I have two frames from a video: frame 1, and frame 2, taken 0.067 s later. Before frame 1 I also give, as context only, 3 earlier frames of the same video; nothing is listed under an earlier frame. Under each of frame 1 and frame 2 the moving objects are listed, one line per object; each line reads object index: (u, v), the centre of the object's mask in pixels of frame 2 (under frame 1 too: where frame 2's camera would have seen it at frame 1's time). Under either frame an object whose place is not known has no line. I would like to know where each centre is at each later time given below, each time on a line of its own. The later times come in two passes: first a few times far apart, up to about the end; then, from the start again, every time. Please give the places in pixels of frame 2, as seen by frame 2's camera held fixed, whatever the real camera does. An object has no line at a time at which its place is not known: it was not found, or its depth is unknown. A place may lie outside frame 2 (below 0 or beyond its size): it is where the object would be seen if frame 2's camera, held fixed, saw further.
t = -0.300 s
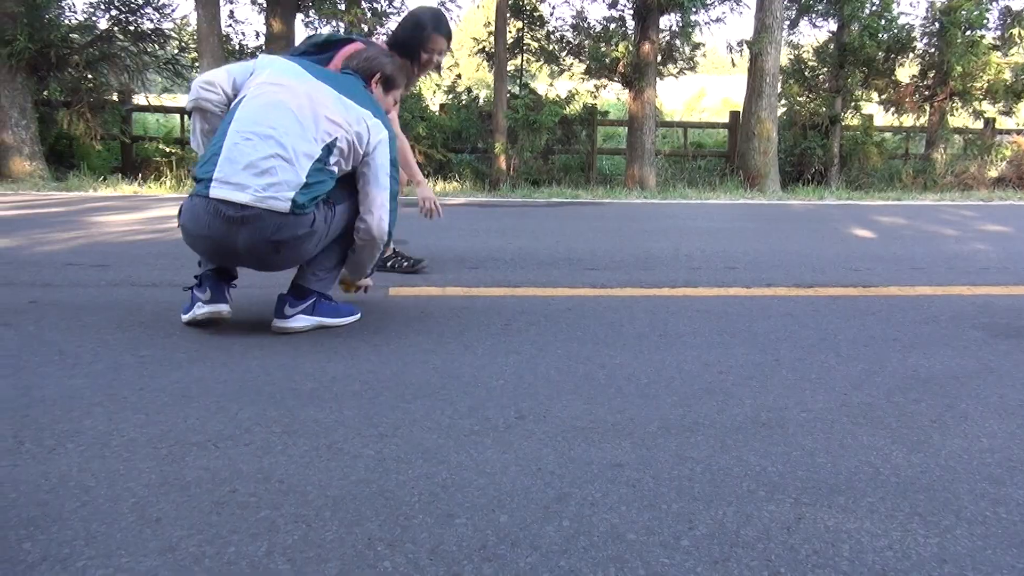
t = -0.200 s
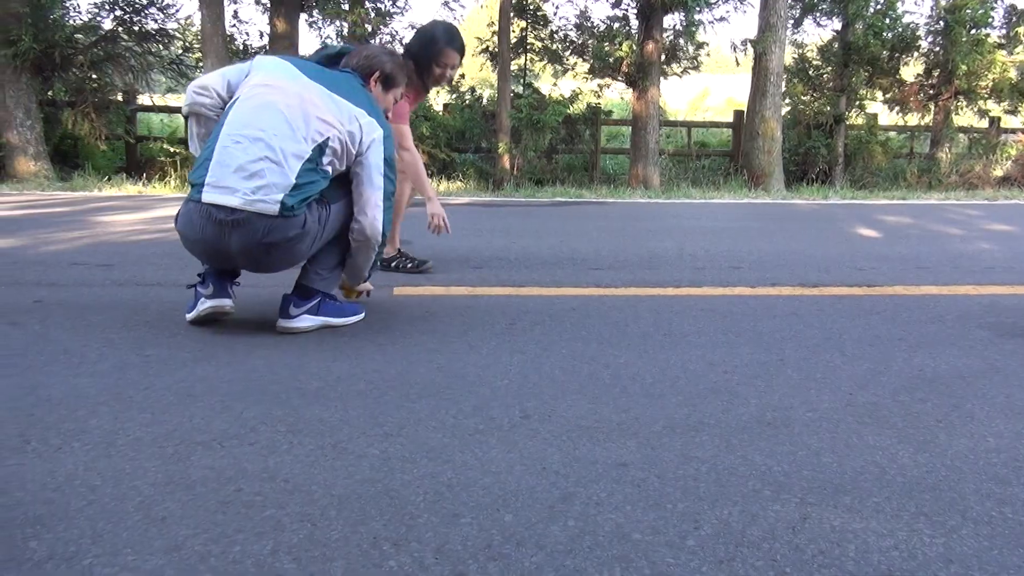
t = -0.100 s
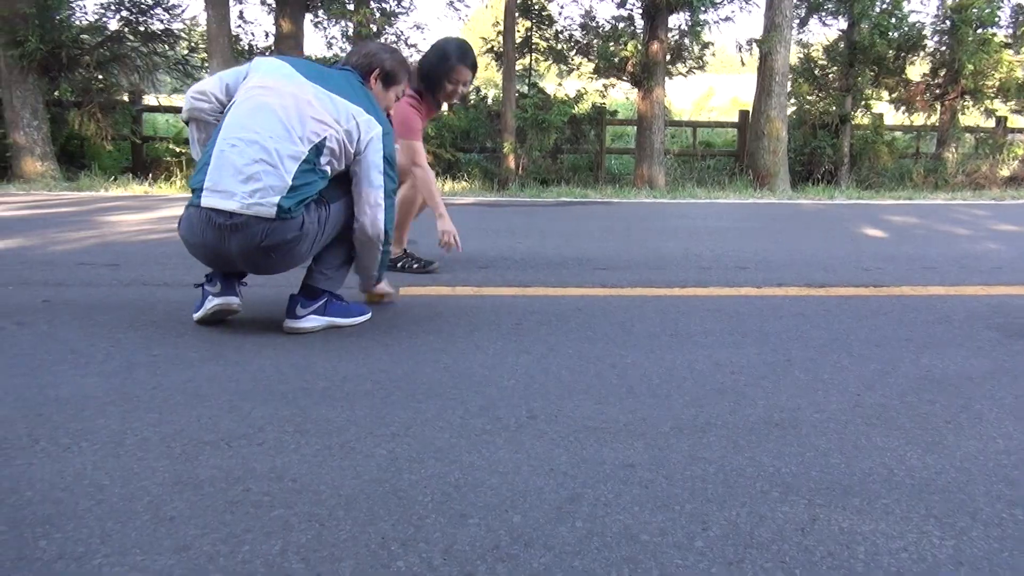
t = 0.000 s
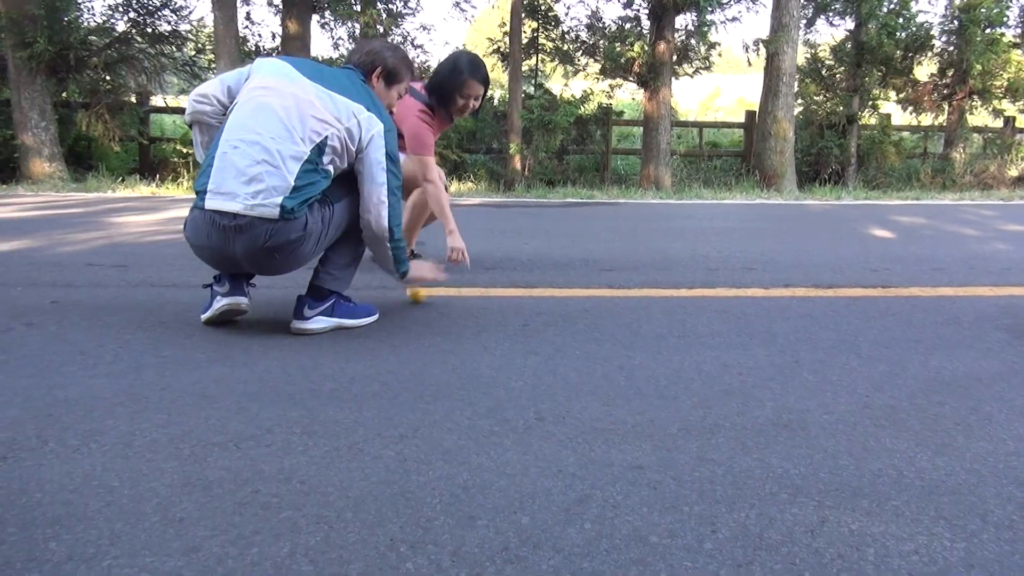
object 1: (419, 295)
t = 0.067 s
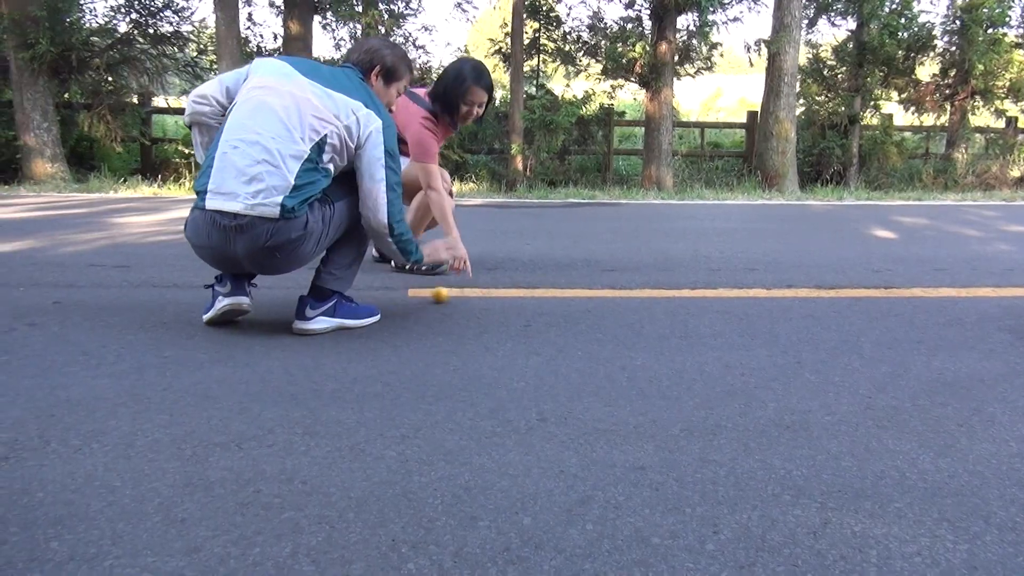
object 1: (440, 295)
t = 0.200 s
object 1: (480, 294)
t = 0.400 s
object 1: (536, 293)
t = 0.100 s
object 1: (451, 295)
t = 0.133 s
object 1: (461, 294)
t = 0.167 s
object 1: (470, 294)
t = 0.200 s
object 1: (480, 294)
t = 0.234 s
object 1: (490, 294)
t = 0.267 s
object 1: (500, 294)
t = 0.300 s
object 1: (509, 293)
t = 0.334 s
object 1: (518, 293)
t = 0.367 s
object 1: (527, 293)
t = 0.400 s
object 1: (536, 293)
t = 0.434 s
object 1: (545, 293)
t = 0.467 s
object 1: (554, 293)
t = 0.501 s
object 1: (563, 293)
